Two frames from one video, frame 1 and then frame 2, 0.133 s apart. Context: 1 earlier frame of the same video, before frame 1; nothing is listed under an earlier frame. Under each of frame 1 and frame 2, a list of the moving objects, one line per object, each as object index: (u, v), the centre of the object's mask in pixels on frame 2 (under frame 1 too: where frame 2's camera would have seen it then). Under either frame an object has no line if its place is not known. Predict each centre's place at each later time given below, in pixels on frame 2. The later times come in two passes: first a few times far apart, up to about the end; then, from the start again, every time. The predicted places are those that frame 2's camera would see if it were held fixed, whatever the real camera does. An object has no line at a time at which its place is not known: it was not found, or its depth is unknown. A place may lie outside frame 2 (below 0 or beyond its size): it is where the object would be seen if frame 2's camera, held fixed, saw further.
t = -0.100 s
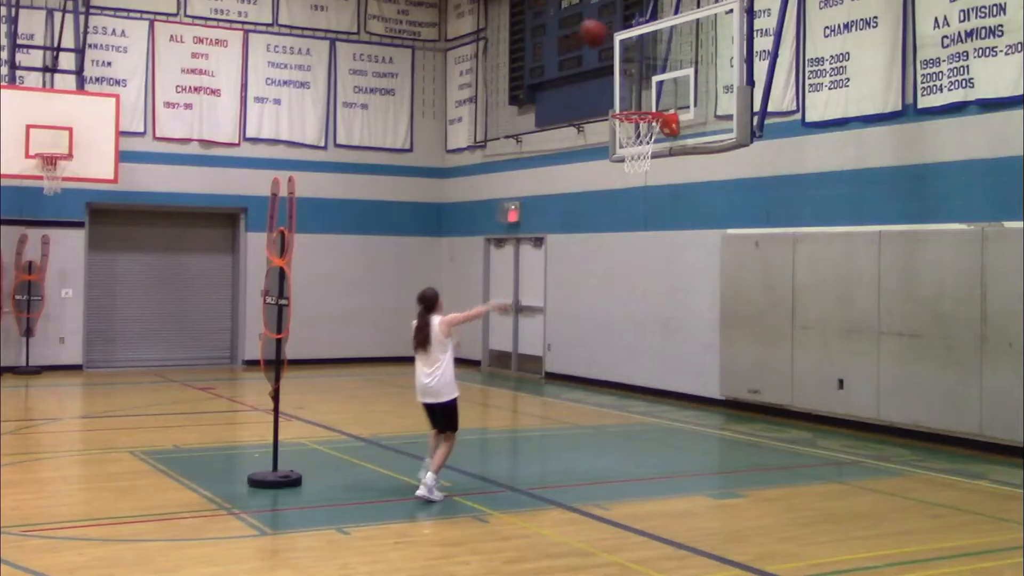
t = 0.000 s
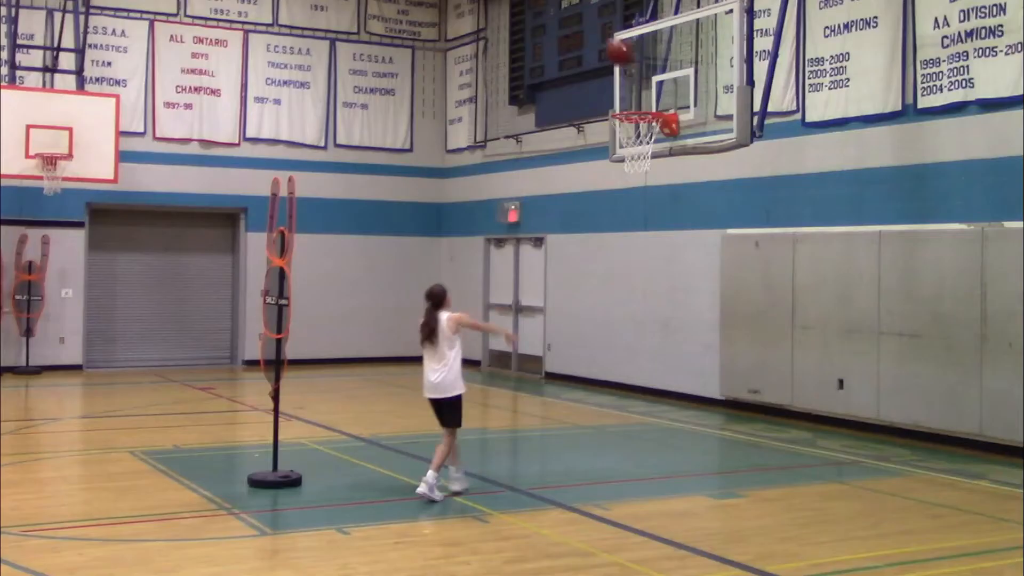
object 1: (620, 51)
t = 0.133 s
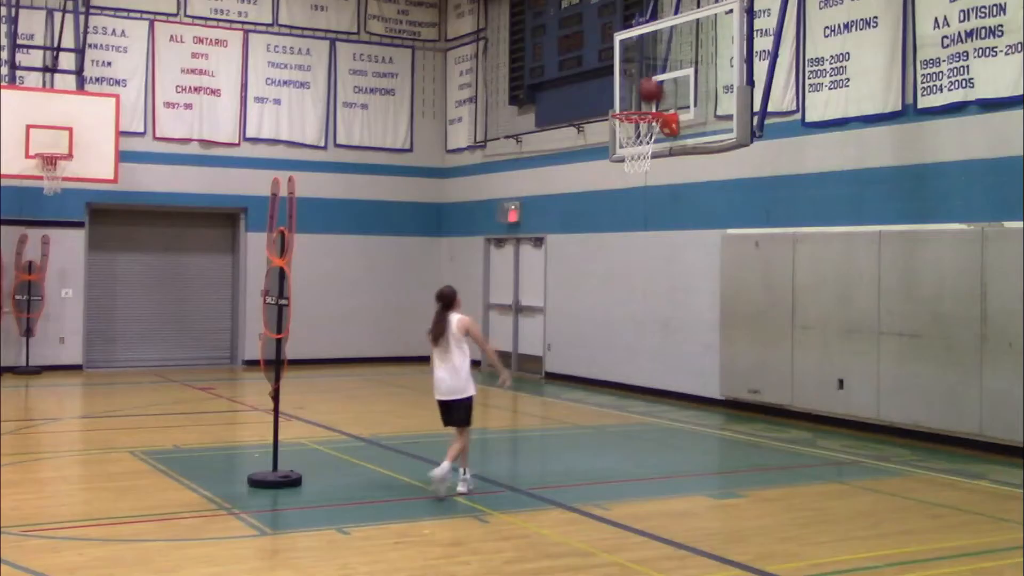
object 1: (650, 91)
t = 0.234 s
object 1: (649, 89)
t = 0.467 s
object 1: (617, 81)
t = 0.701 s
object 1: (586, 126)
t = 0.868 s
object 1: (566, 189)
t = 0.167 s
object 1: (657, 101)
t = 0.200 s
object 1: (653, 95)
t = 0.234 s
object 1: (649, 89)
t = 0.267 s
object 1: (643, 85)
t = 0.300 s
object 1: (639, 81)
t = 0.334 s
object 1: (636, 79)
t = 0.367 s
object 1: (631, 77)
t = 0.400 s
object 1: (627, 77)
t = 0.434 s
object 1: (622, 78)
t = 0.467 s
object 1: (617, 81)
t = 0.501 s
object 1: (612, 84)
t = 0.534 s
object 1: (608, 88)
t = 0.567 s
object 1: (603, 94)
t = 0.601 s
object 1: (600, 99)
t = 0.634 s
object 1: (595, 107)
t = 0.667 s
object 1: (591, 115)
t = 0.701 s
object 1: (586, 126)
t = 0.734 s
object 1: (583, 137)
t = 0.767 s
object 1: (578, 148)
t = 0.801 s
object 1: (575, 161)
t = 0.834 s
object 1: (571, 174)
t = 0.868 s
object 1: (566, 189)
